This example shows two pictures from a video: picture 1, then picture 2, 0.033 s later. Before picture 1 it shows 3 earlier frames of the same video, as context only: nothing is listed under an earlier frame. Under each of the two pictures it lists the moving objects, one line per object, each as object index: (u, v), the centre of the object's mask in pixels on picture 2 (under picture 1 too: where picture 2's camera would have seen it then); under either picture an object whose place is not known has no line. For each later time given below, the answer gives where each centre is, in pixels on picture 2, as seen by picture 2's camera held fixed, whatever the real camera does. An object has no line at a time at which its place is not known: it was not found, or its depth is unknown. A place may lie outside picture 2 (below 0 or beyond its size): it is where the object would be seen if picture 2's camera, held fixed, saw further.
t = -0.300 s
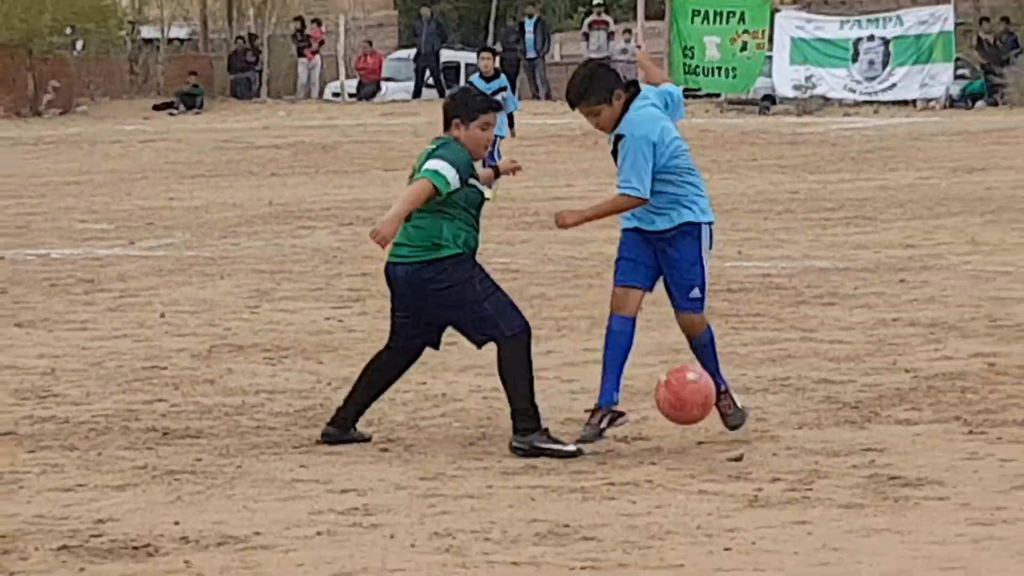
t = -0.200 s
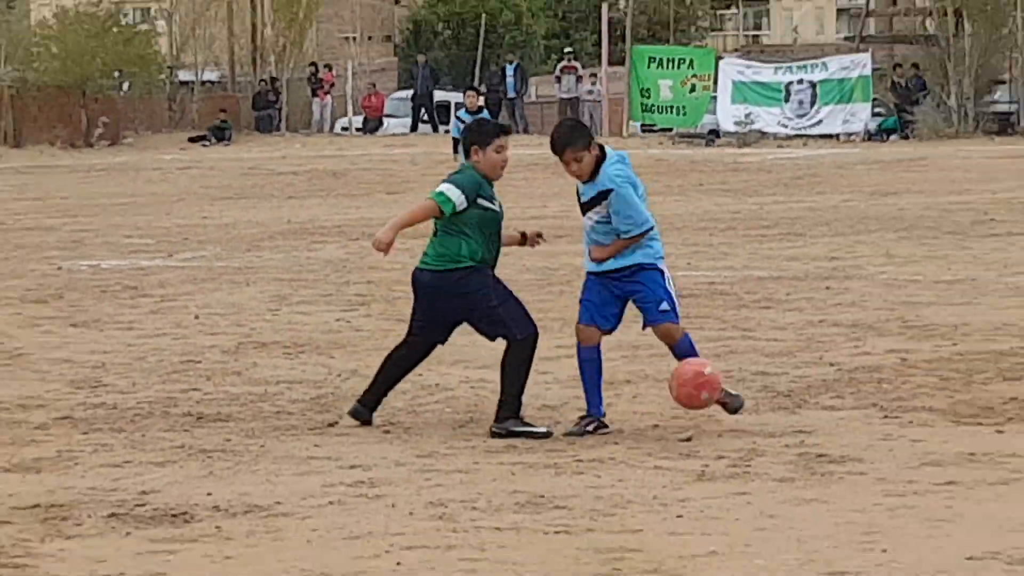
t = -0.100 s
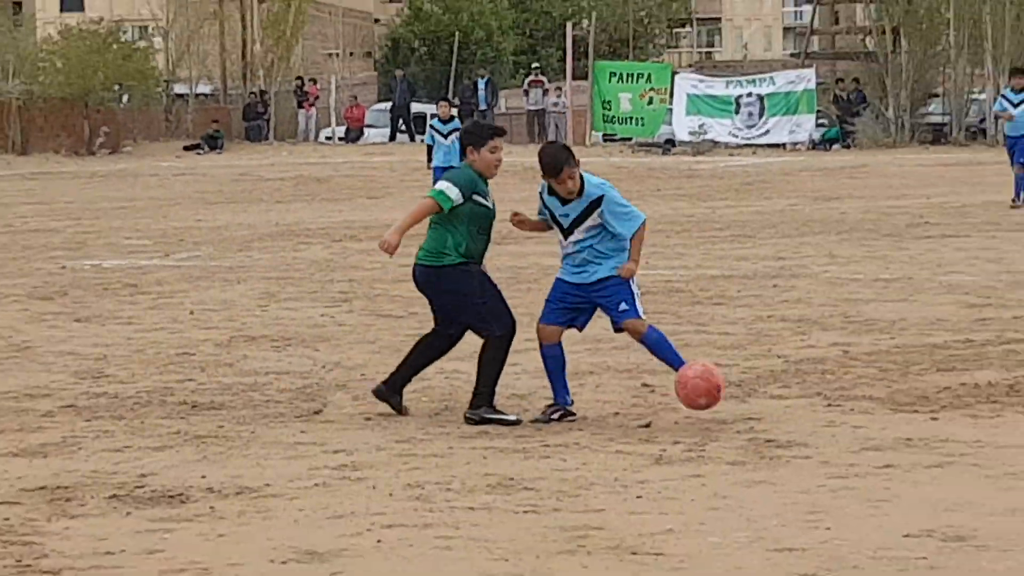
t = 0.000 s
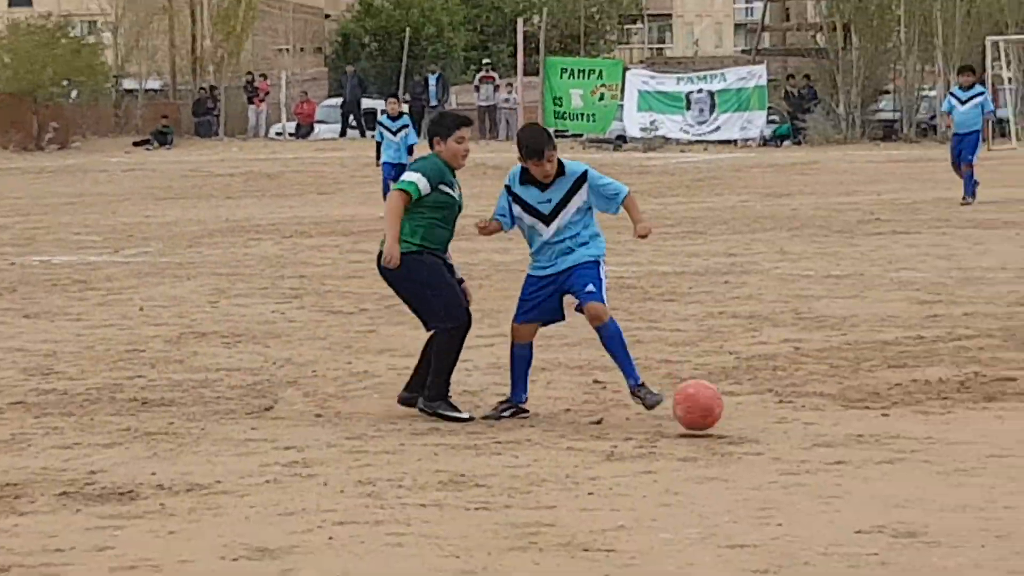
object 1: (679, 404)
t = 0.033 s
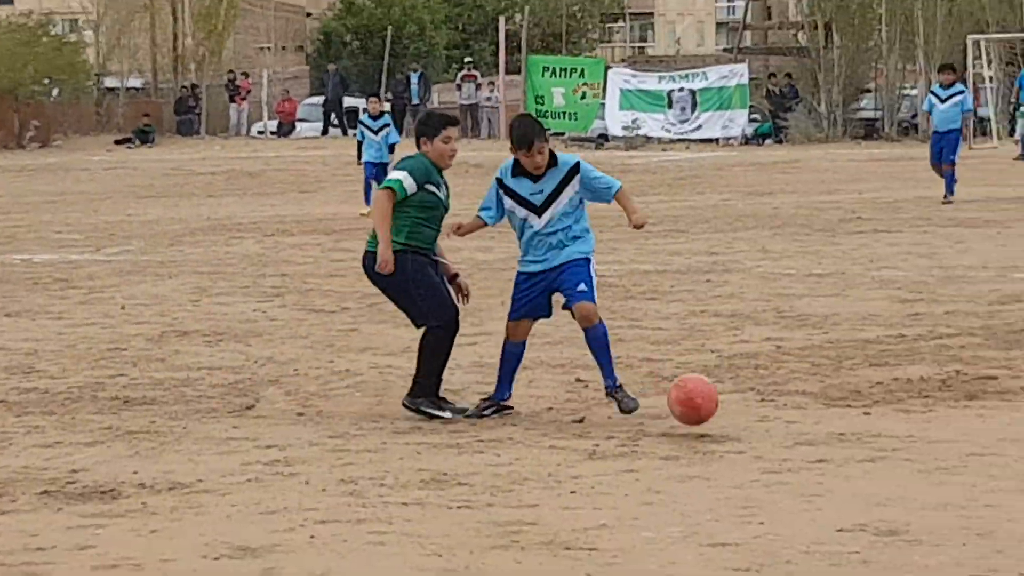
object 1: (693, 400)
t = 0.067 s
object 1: (706, 397)
